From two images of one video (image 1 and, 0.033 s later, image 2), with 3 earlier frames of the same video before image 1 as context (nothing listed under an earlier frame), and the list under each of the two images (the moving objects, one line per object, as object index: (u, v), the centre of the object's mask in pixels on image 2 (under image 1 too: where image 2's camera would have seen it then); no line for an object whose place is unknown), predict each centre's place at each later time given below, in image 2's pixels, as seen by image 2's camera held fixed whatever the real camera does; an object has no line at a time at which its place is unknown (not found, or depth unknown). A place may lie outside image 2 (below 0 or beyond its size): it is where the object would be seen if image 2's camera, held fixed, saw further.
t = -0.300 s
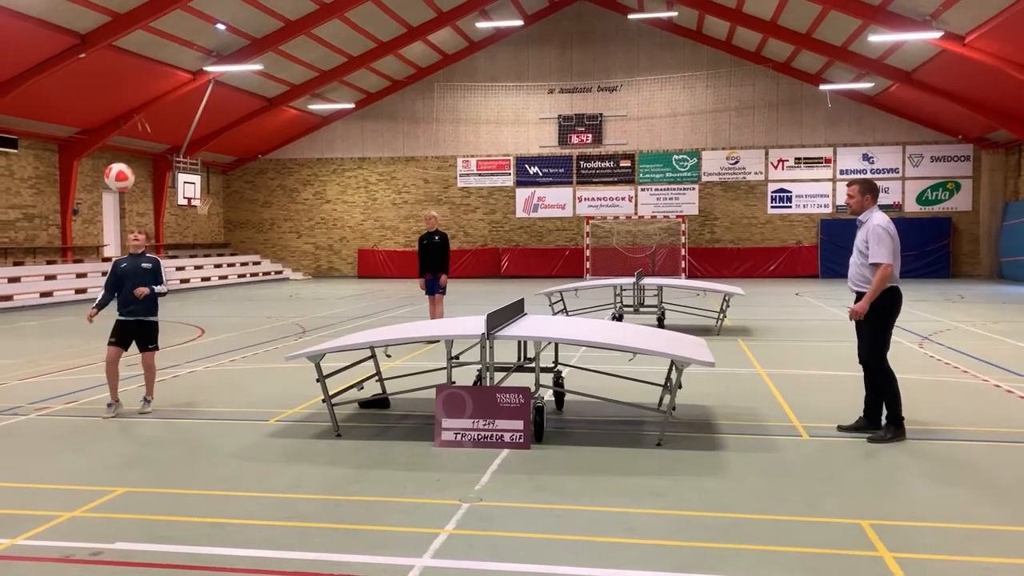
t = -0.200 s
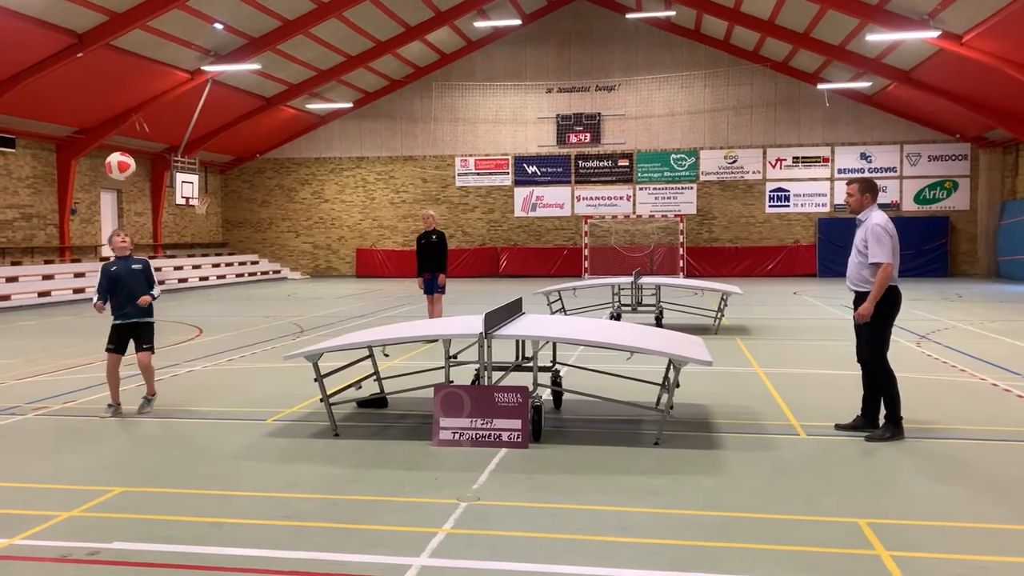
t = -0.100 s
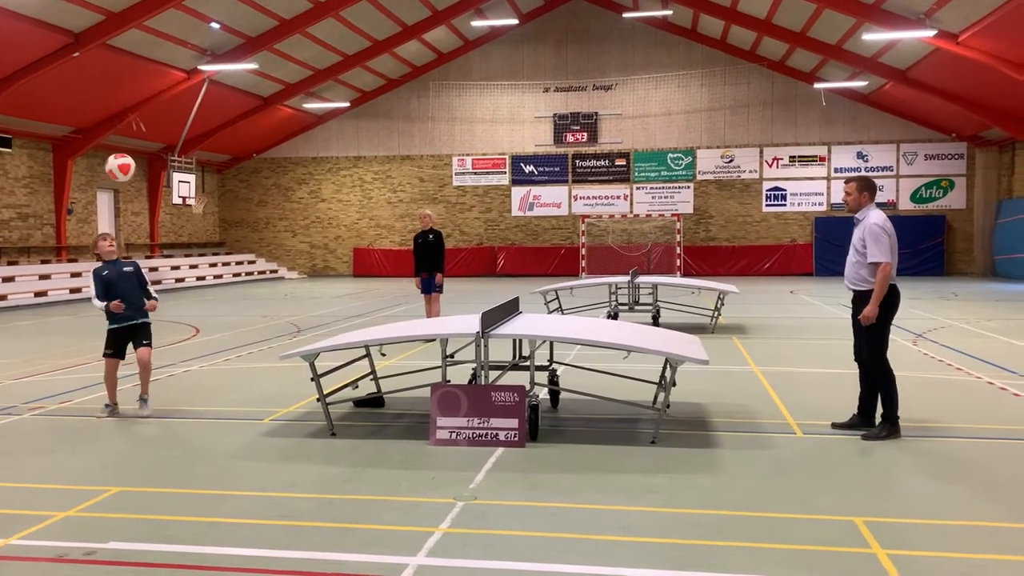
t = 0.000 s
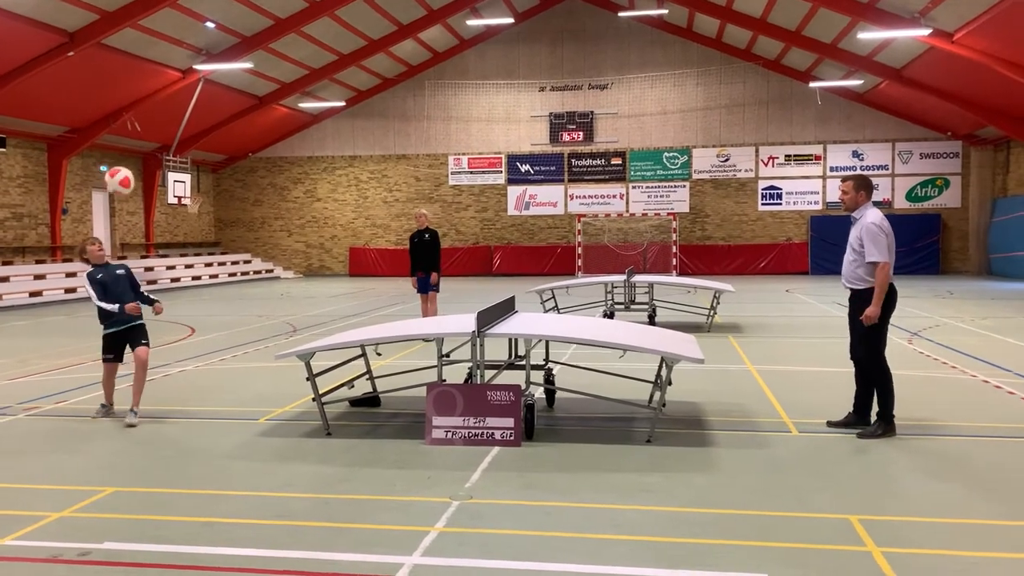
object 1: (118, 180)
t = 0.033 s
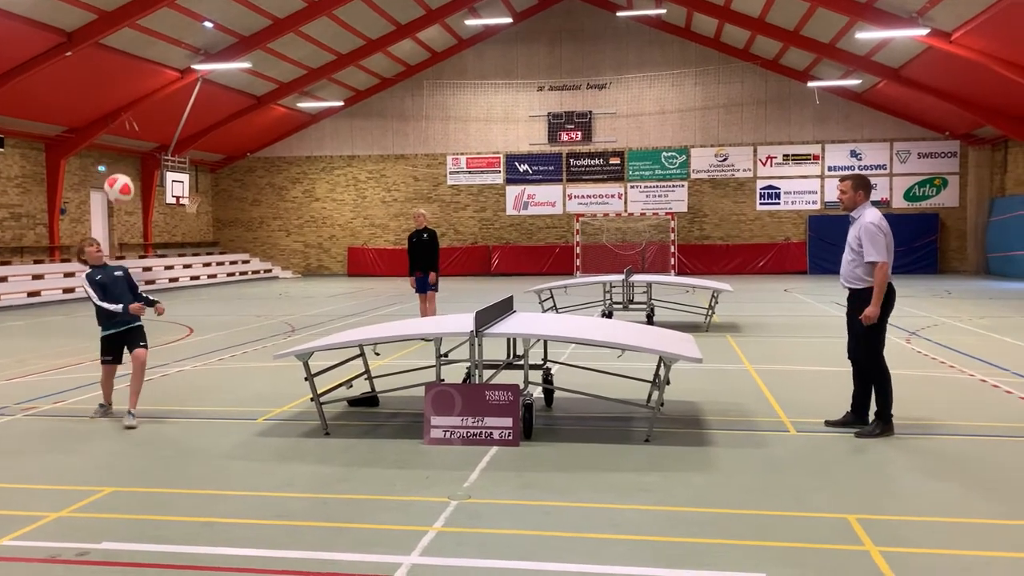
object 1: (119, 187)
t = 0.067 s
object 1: (120, 197)
